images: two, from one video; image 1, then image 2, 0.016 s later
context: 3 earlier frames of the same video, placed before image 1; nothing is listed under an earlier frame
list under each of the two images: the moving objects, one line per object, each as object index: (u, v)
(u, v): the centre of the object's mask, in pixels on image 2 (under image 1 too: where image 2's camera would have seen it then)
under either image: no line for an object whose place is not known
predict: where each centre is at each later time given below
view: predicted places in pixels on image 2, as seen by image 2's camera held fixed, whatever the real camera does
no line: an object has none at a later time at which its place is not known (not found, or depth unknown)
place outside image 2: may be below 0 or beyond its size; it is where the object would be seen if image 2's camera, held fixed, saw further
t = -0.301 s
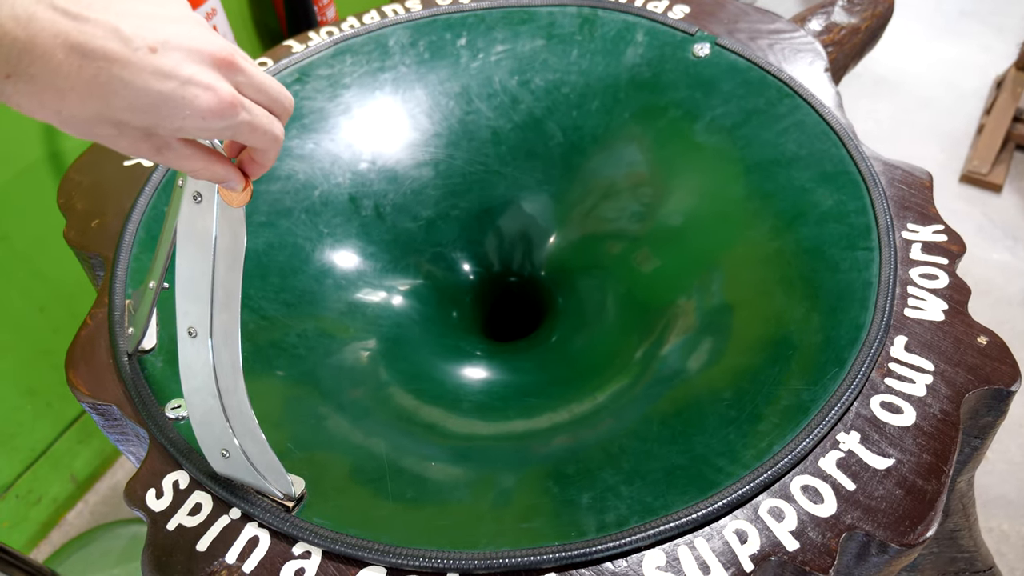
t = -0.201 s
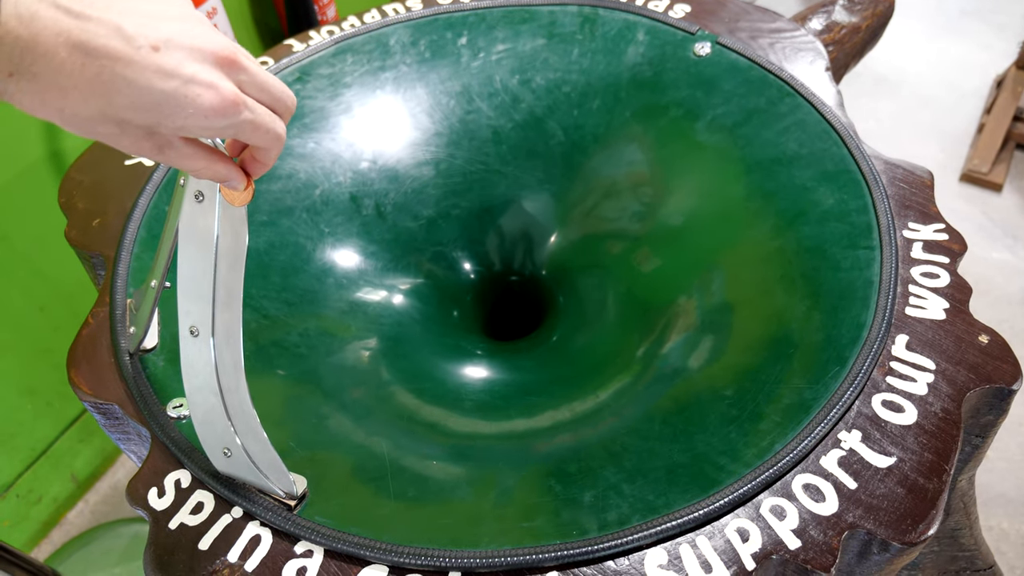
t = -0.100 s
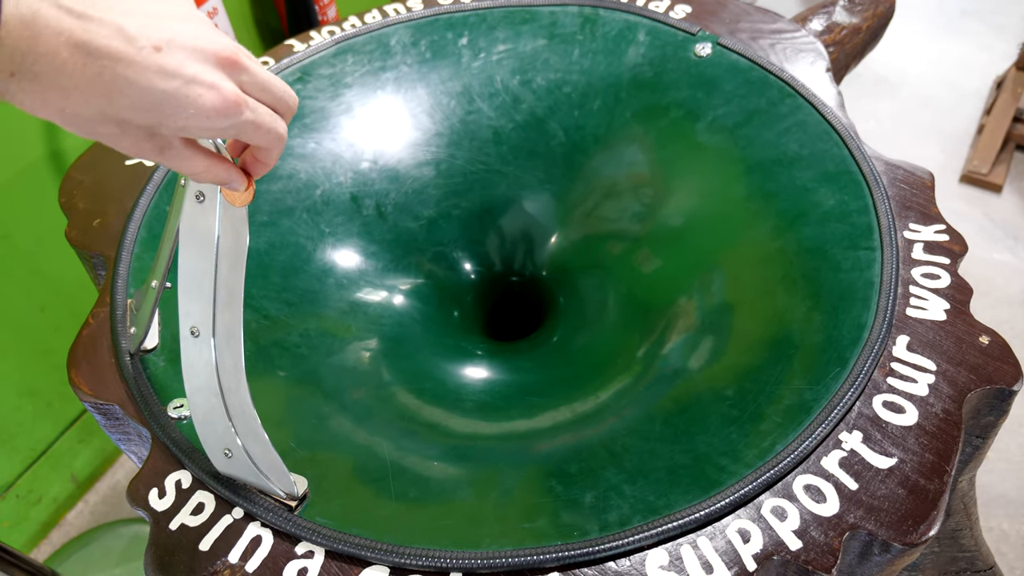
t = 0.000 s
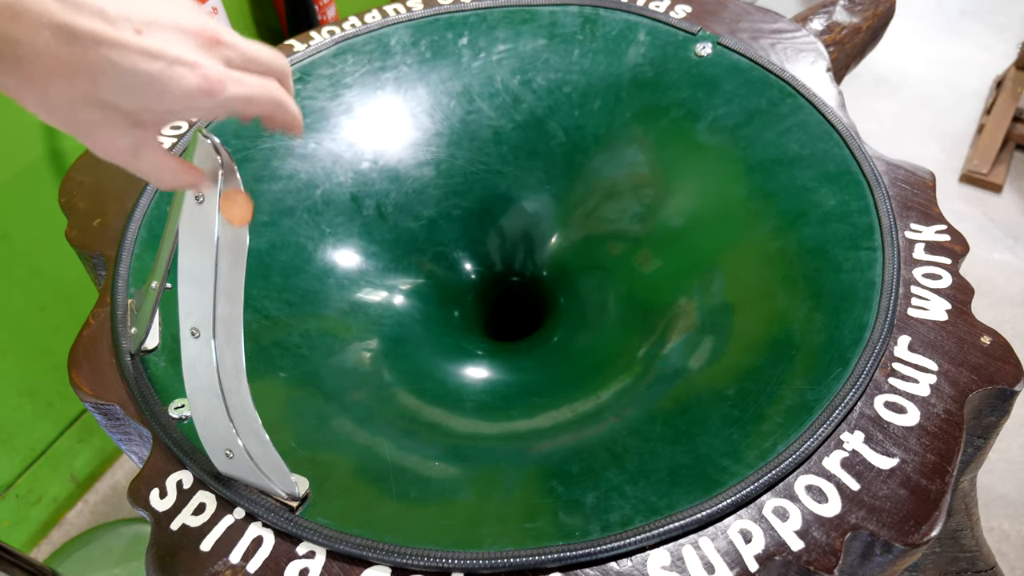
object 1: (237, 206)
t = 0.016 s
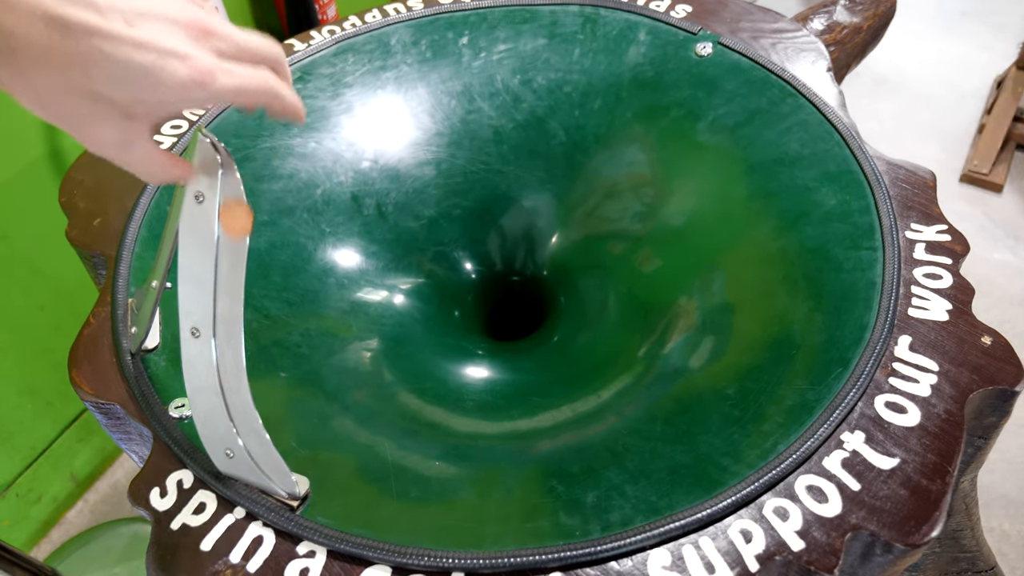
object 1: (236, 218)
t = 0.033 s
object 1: (236, 233)
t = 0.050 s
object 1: (237, 252)
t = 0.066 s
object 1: (237, 270)
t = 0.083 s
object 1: (236, 293)
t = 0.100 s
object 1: (236, 316)
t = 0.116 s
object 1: (235, 344)
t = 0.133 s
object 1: (234, 373)
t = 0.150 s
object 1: (240, 398)
